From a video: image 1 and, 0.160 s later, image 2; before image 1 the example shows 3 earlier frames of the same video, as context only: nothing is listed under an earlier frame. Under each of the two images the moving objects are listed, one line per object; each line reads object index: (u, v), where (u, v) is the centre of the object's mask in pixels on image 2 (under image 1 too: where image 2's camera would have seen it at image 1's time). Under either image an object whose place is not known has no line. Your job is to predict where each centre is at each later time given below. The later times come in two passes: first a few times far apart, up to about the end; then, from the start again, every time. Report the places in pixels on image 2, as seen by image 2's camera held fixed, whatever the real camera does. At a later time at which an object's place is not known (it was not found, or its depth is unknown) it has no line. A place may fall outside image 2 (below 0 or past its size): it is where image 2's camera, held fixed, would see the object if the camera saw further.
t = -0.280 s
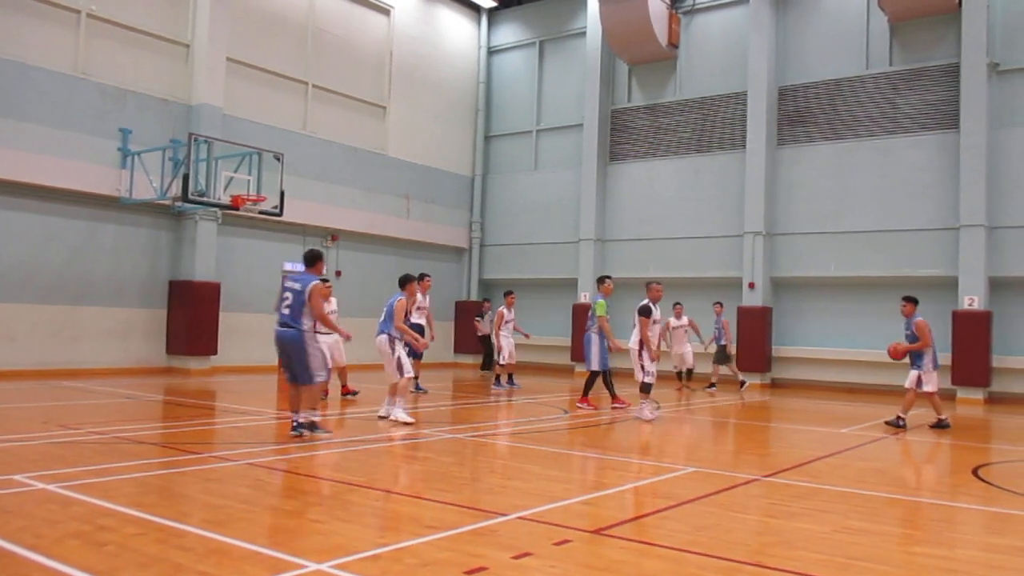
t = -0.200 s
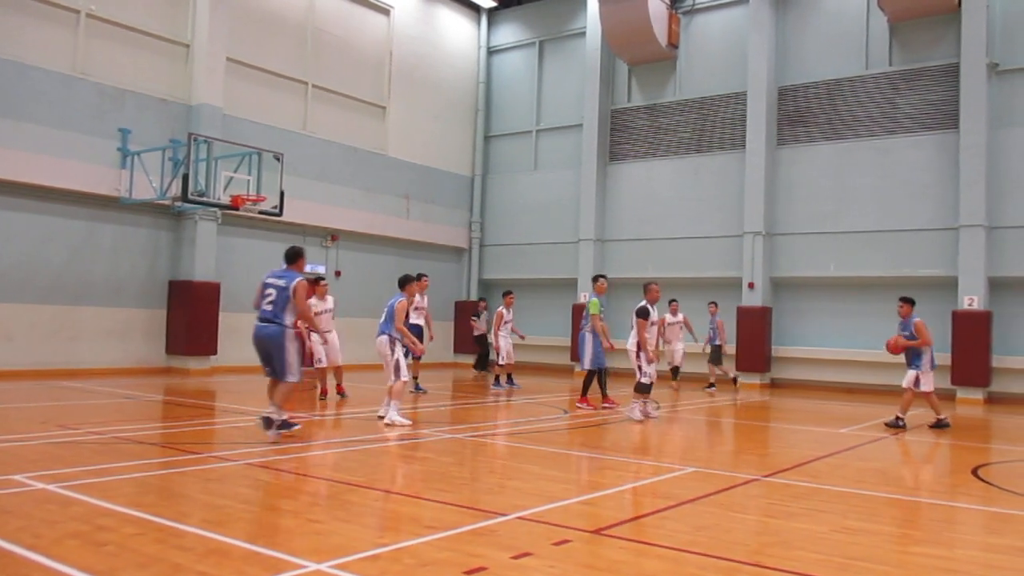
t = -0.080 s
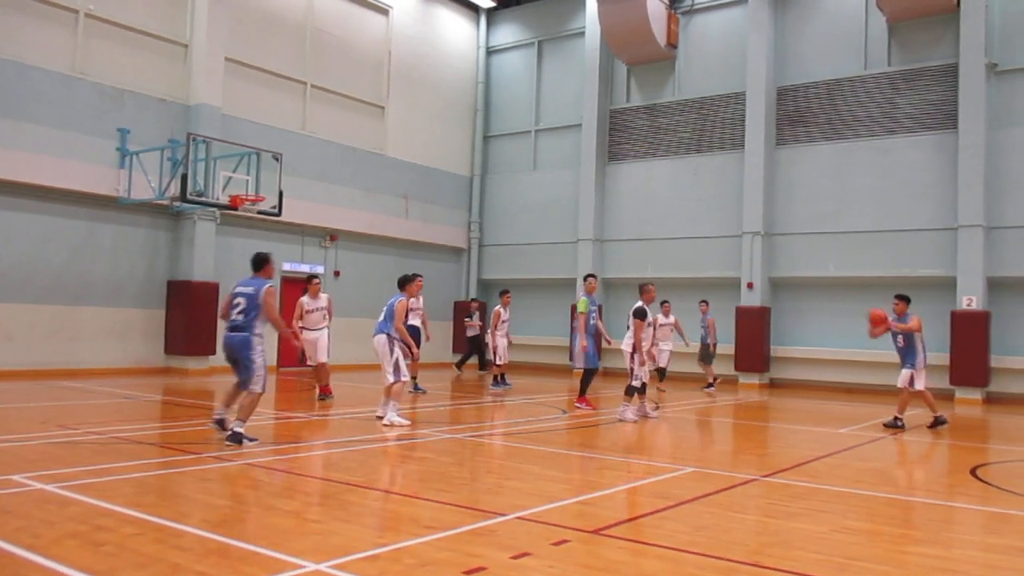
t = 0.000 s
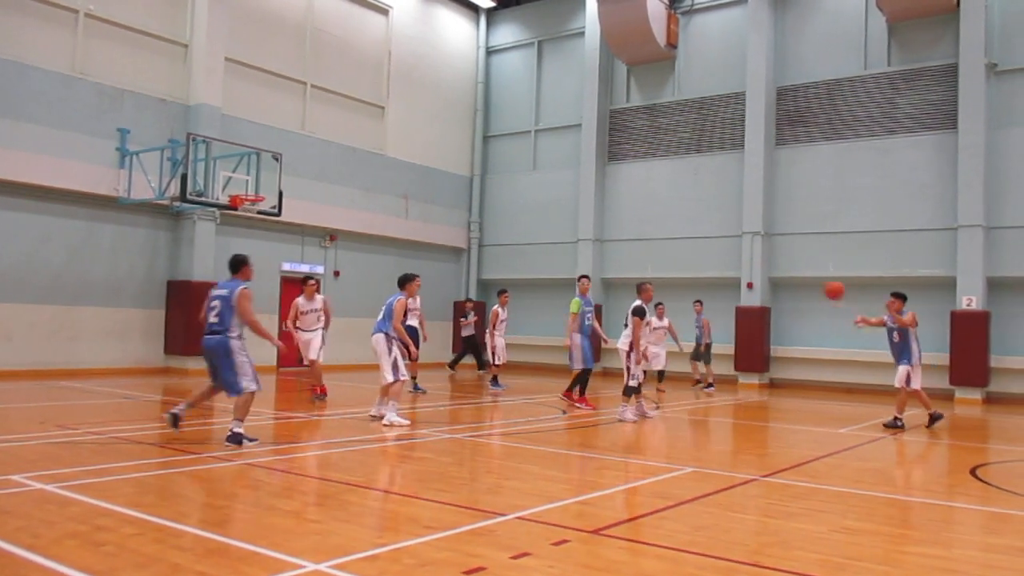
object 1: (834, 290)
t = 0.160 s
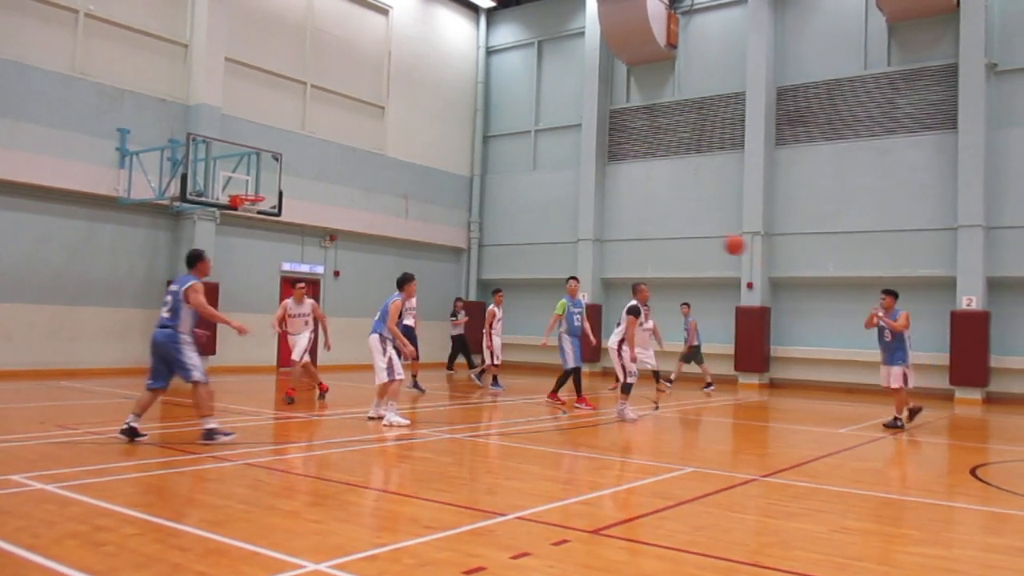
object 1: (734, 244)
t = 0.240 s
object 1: (680, 228)
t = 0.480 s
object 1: (506, 205)
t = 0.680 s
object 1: (337, 226)
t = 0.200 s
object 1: (708, 236)
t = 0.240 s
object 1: (680, 228)
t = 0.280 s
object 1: (653, 221)
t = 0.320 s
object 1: (626, 215)
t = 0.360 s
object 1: (597, 210)
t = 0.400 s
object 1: (568, 208)
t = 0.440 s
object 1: (537, 206)
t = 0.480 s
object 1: (506, 205)
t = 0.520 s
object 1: (474, 206)
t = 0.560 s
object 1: (442, 208)
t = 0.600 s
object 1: (408, 213)
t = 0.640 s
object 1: (373, 218)
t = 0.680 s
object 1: (337, 226)
